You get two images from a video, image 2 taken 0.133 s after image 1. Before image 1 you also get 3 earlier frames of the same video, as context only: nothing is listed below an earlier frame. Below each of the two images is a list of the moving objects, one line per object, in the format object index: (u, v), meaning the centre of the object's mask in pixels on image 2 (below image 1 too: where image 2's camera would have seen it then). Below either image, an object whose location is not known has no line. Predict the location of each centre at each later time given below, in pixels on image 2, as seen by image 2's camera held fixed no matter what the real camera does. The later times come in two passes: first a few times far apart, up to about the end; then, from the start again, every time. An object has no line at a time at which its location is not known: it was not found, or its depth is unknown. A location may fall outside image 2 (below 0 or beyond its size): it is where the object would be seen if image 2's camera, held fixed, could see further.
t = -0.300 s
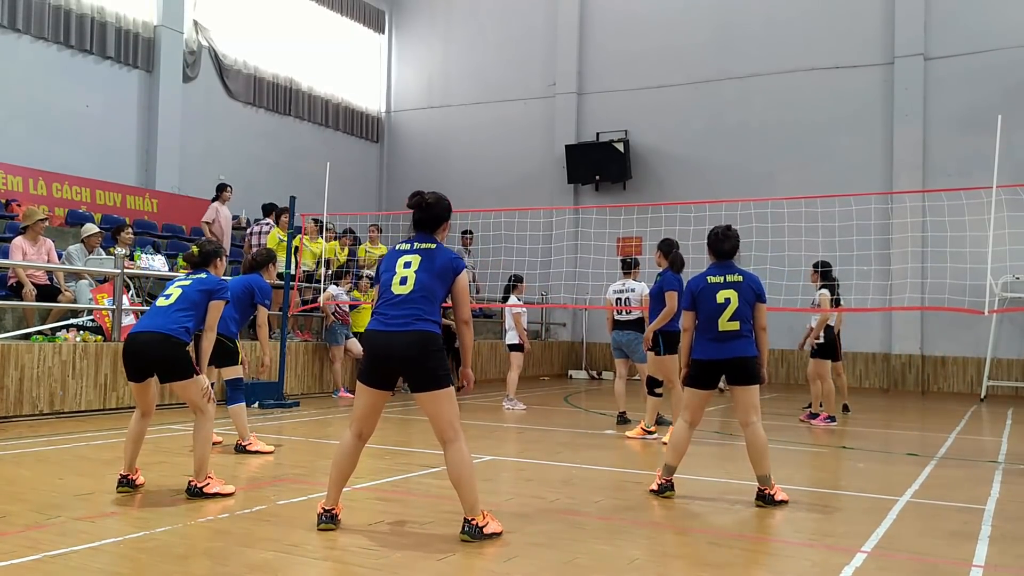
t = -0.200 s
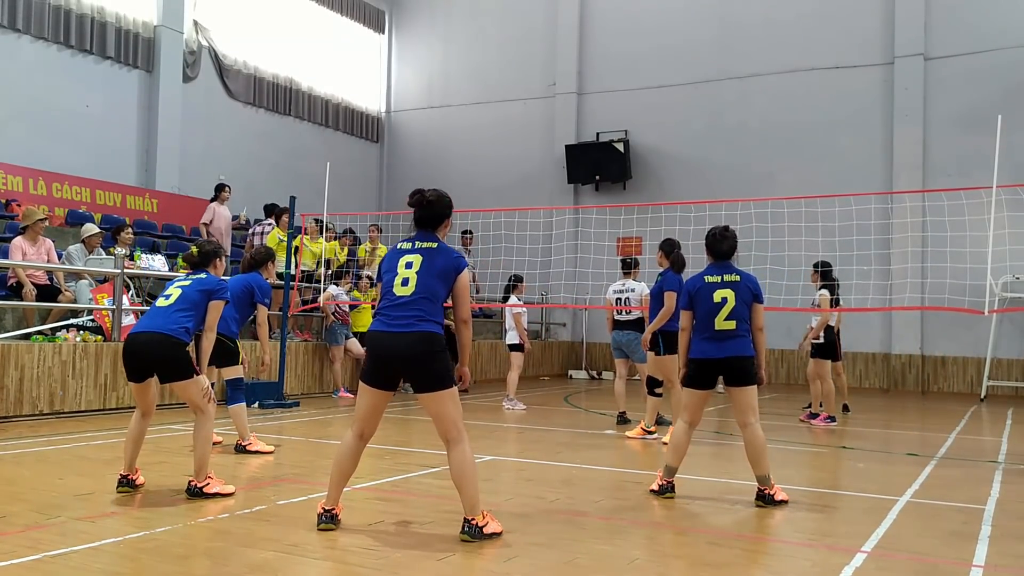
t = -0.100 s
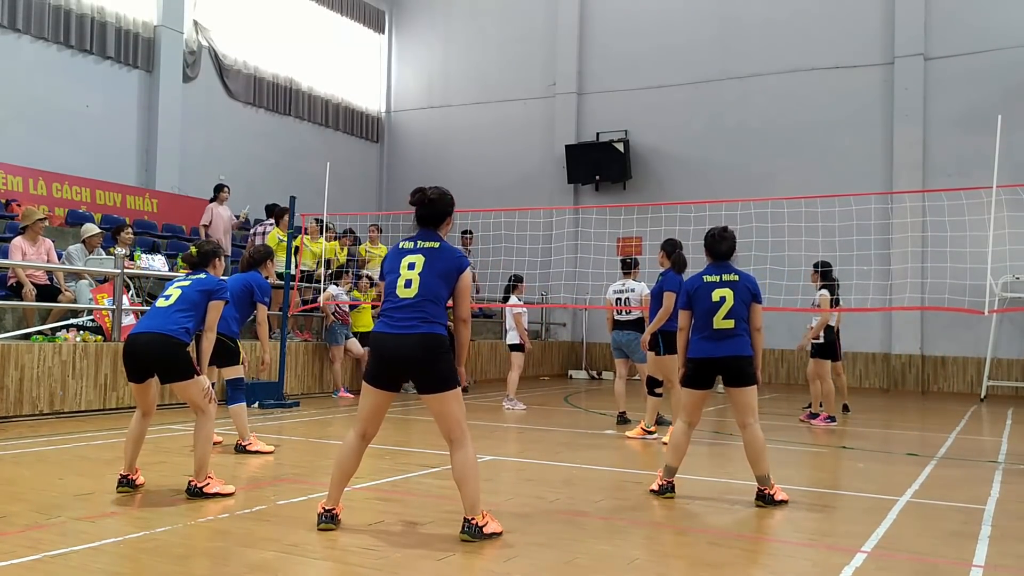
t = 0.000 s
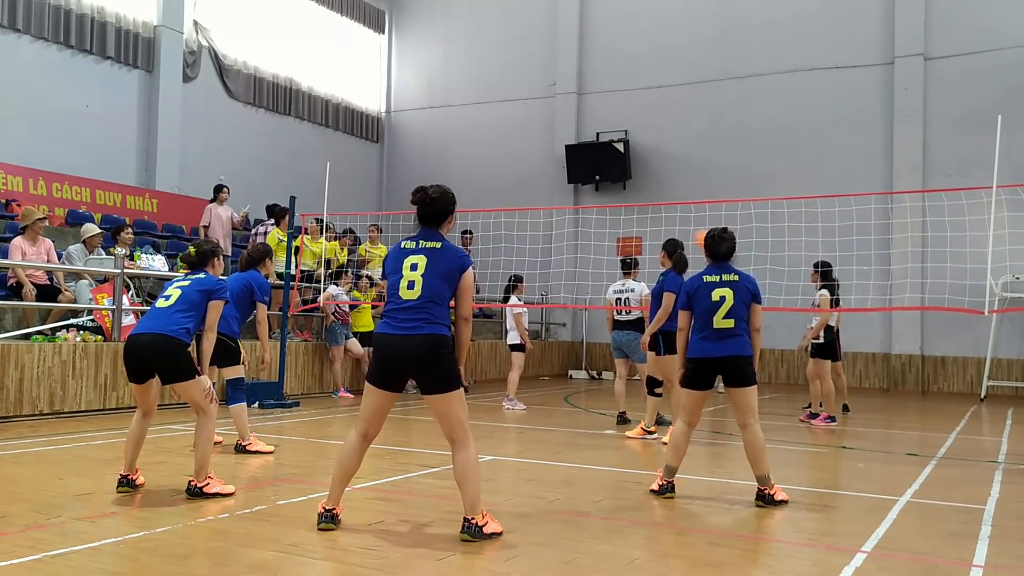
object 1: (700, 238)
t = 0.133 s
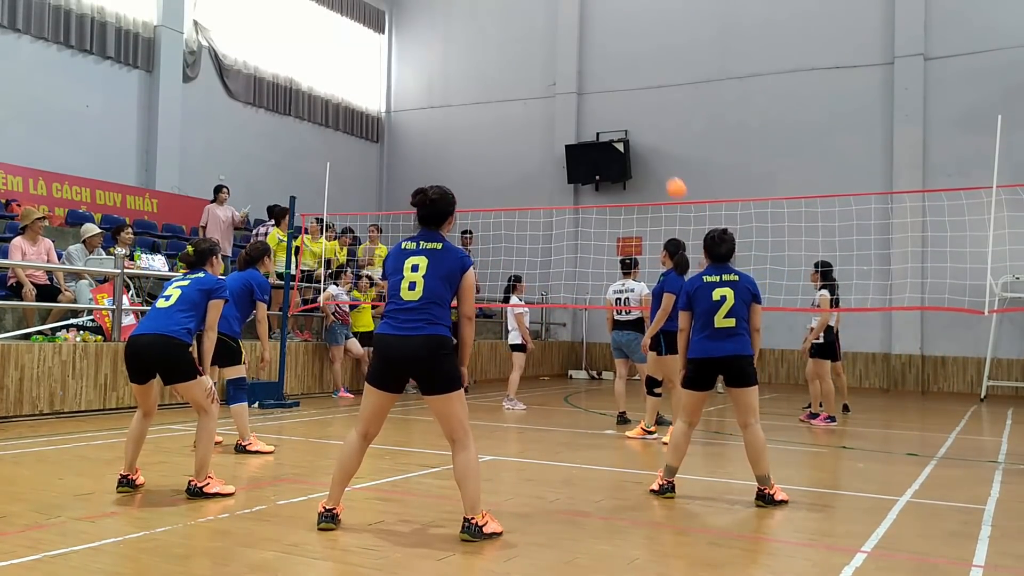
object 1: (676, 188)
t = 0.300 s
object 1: (634, 132)
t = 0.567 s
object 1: (543, 77)
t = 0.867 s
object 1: (388, 108)
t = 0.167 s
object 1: (669, 176)
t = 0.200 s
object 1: (661, 165)
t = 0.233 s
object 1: (652, 153)
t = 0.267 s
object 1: (643, 142)
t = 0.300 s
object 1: (634, 132)
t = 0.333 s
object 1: (625, 122)
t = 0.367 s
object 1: (614, 113)
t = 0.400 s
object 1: (604, 105)
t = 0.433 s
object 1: (592, 97)
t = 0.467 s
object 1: (581, 91)
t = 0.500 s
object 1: (569, 85)
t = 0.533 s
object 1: (556, 81)
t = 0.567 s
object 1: (543, 77)
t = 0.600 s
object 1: (529, 74)
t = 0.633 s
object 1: (515, 73)
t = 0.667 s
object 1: (500, 73)
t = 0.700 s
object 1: (484, 74)
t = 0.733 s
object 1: (467, 77)
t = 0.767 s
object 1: (449, 81)
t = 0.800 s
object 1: (430, 87)
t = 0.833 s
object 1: (410, 95)
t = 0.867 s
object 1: (388, 108)
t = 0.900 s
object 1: (363, 122)
